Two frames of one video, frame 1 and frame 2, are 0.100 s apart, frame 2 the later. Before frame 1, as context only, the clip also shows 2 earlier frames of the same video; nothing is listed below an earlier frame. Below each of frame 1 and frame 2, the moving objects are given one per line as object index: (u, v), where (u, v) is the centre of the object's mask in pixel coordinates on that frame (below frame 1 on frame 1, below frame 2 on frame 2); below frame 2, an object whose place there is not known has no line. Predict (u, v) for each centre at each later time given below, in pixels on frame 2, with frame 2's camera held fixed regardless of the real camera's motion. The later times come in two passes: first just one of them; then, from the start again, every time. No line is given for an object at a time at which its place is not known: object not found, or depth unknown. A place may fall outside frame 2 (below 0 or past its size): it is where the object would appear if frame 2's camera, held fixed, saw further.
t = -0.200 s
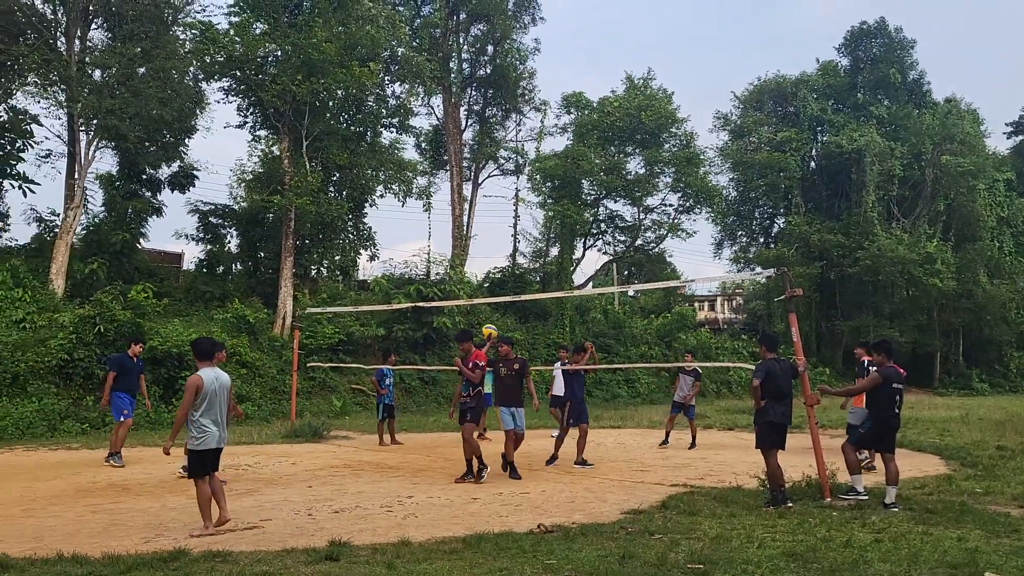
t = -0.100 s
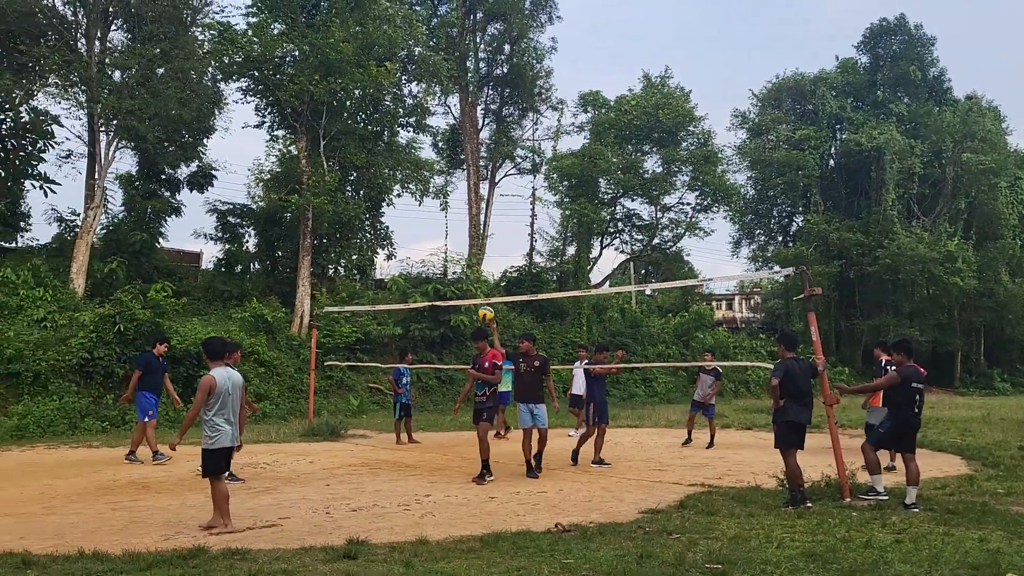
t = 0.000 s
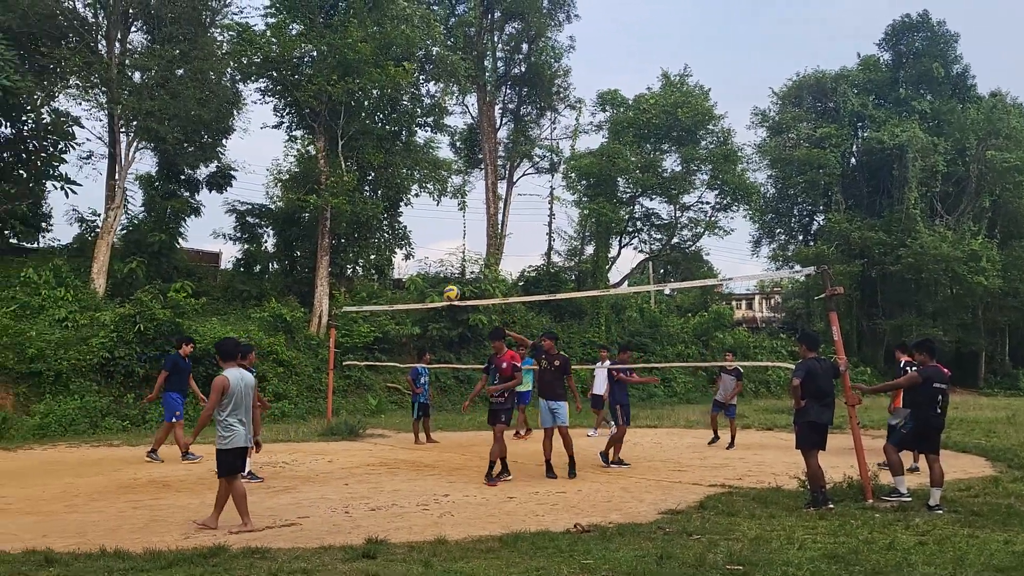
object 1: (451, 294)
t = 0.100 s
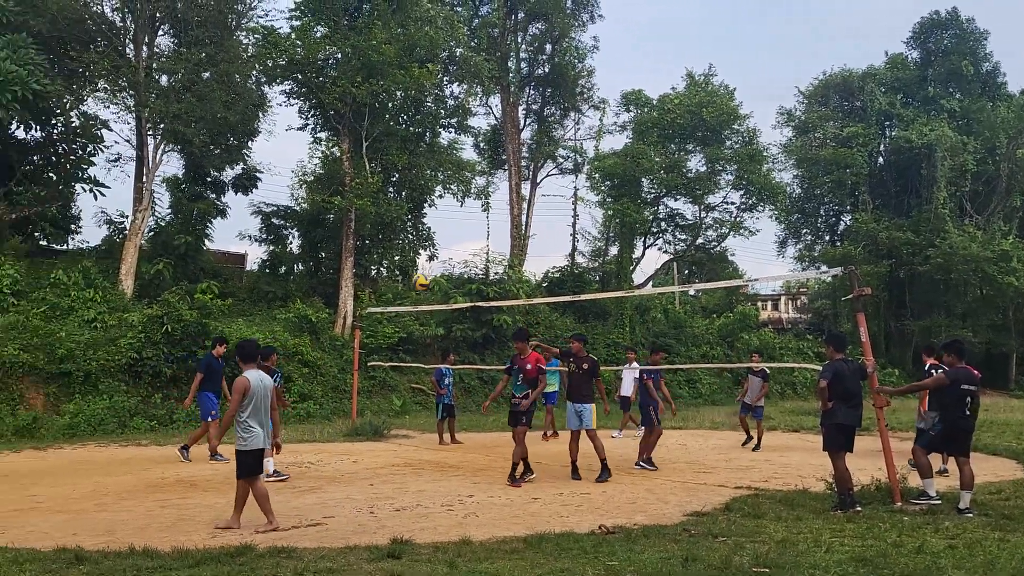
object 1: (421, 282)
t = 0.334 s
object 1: (300, 283)
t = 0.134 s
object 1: (404, 279)
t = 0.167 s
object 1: (387, 277)
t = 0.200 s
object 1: (370, 276)
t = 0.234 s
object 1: (351, 276)
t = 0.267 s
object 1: (332, 277)
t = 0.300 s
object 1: (315, 279)
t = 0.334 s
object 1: (300, 283)
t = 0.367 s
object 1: (281, 285)
